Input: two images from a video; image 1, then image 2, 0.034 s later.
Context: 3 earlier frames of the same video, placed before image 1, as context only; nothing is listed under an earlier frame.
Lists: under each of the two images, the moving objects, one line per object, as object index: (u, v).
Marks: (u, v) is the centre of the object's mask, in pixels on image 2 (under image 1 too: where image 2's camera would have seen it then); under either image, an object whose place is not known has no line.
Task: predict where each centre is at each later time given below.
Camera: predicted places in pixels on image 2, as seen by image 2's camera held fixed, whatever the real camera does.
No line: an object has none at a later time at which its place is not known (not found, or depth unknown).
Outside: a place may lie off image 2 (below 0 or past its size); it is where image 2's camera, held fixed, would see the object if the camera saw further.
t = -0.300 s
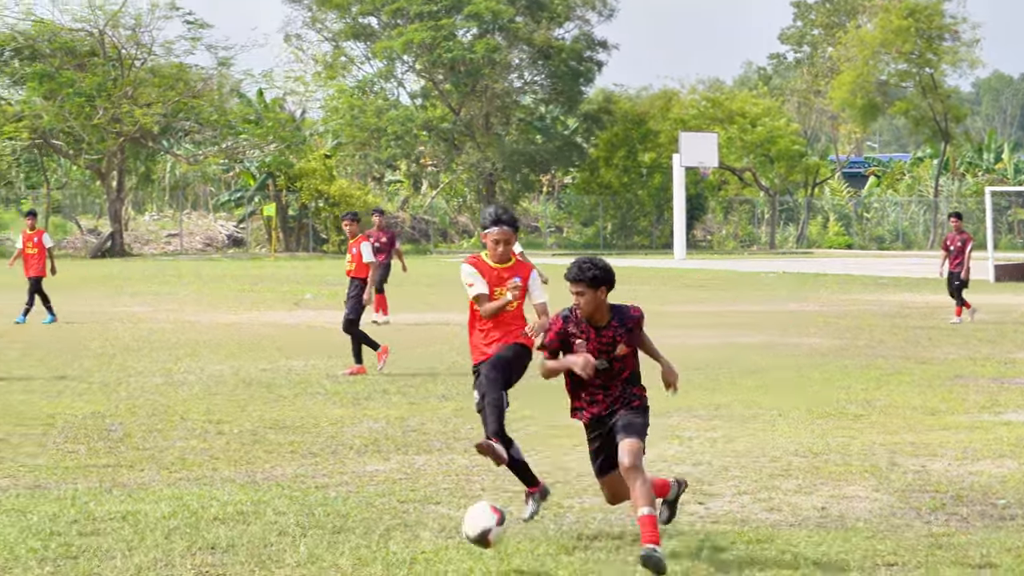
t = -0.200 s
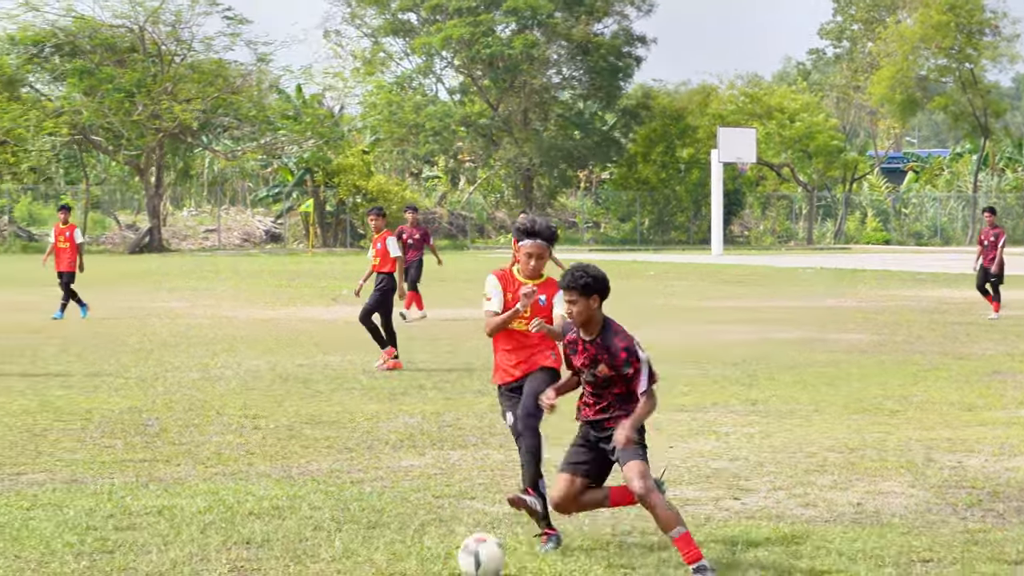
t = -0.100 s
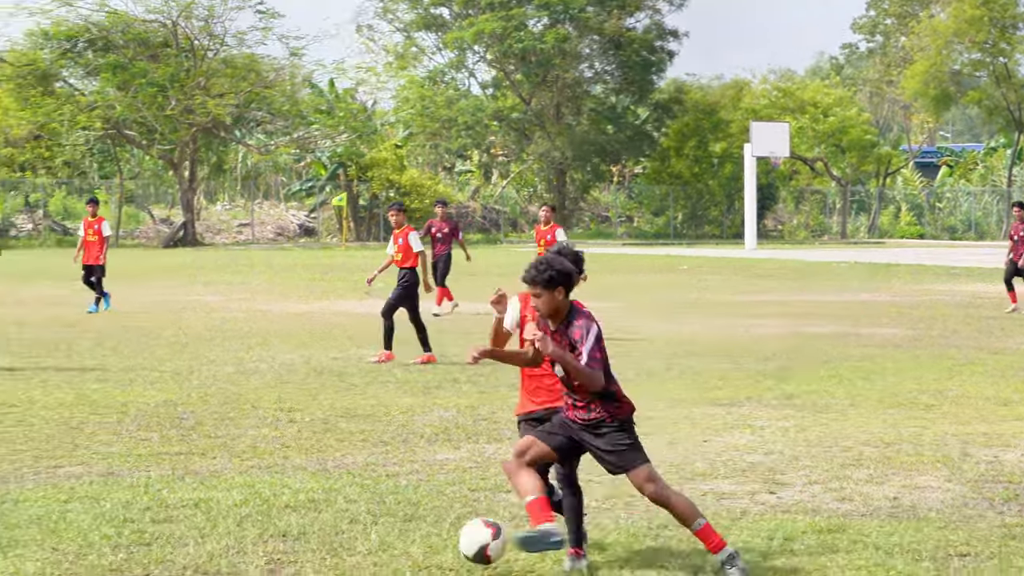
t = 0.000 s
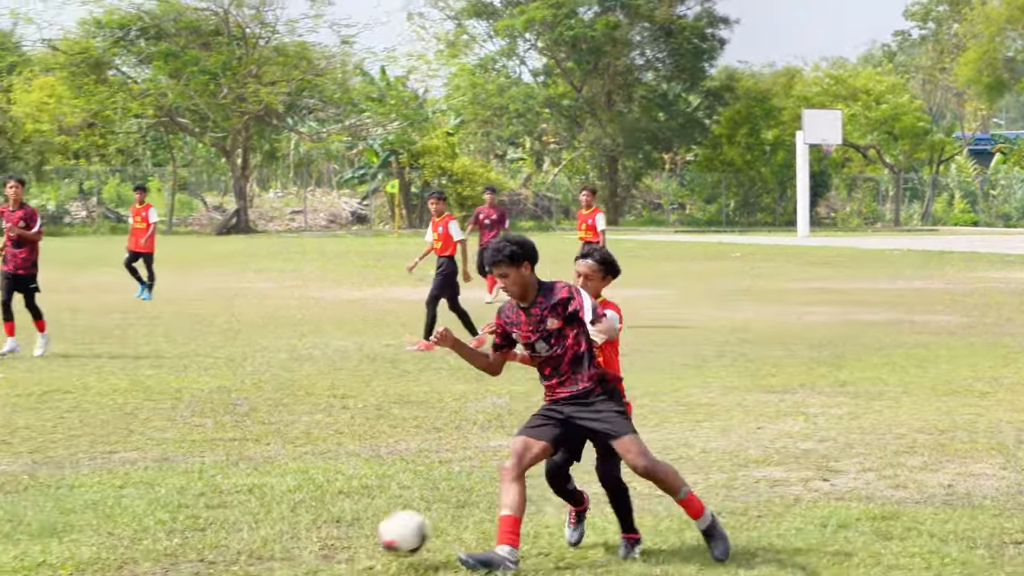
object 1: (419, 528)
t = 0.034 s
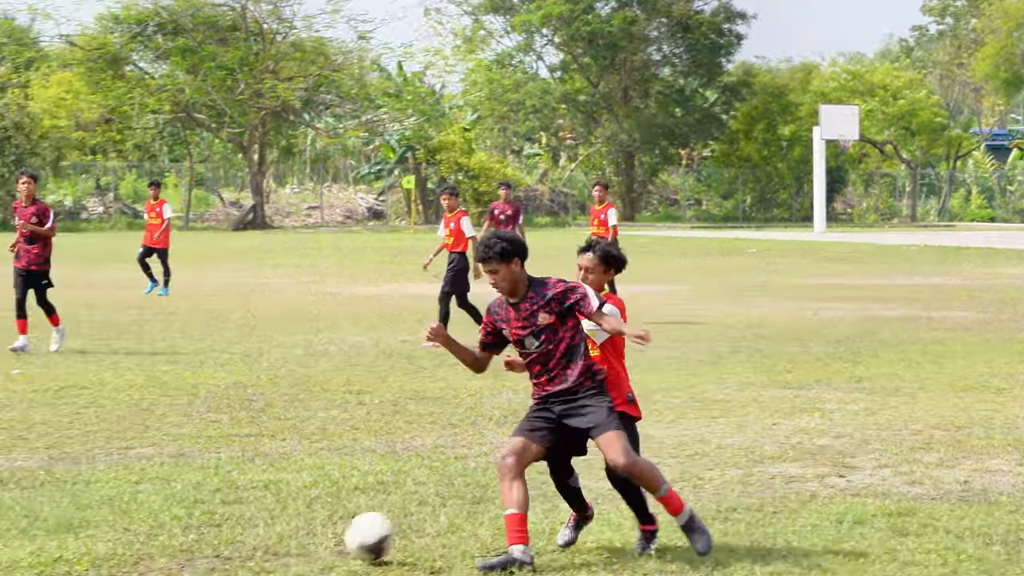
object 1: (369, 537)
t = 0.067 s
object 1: (322, 541)
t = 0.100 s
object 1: (281, 539)
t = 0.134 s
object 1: (240, 540)
